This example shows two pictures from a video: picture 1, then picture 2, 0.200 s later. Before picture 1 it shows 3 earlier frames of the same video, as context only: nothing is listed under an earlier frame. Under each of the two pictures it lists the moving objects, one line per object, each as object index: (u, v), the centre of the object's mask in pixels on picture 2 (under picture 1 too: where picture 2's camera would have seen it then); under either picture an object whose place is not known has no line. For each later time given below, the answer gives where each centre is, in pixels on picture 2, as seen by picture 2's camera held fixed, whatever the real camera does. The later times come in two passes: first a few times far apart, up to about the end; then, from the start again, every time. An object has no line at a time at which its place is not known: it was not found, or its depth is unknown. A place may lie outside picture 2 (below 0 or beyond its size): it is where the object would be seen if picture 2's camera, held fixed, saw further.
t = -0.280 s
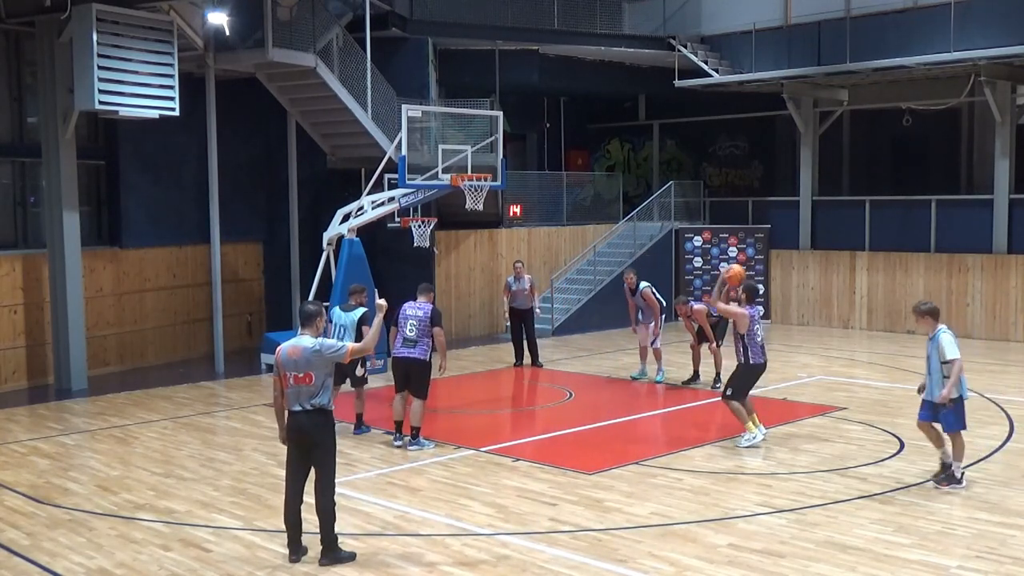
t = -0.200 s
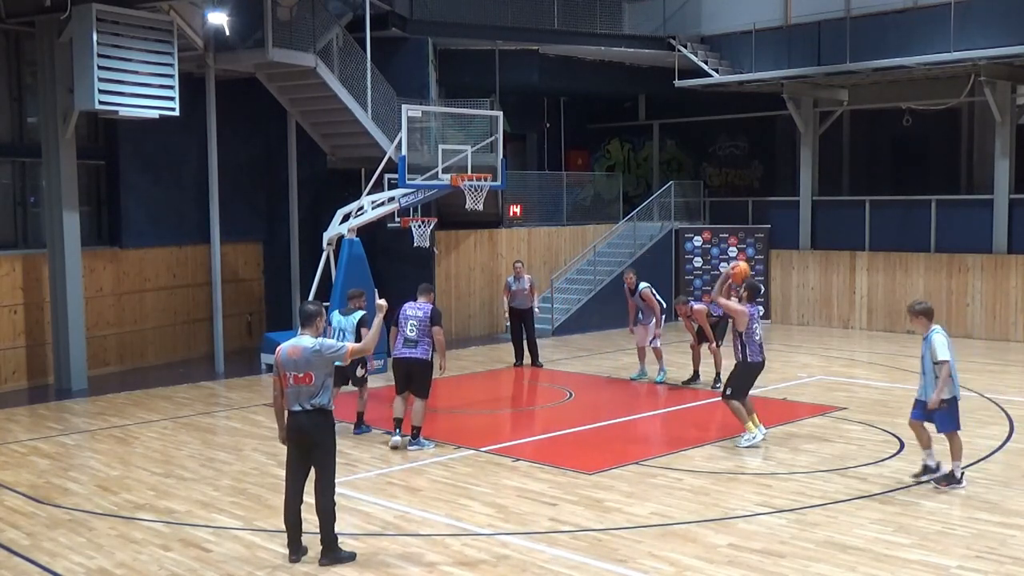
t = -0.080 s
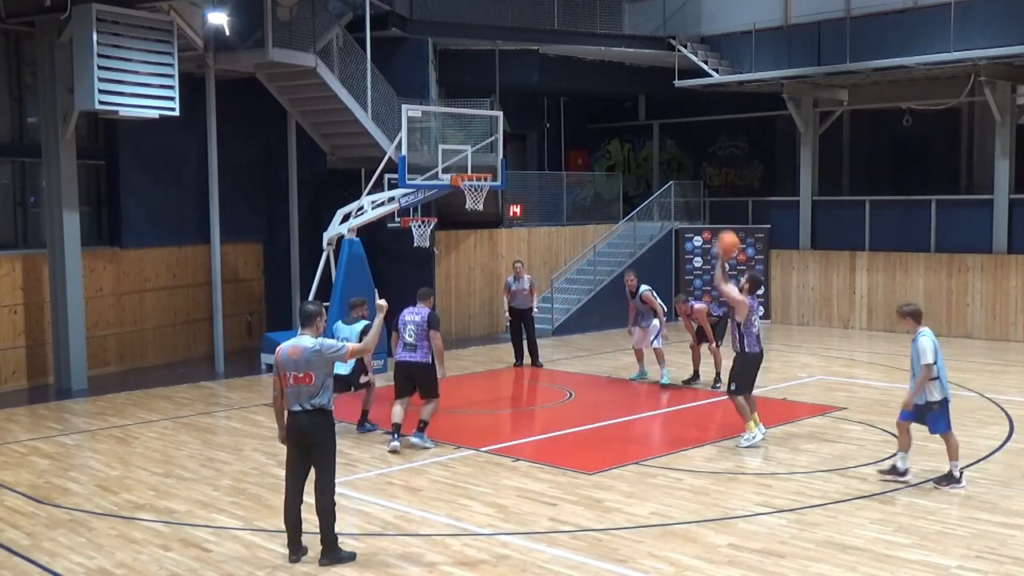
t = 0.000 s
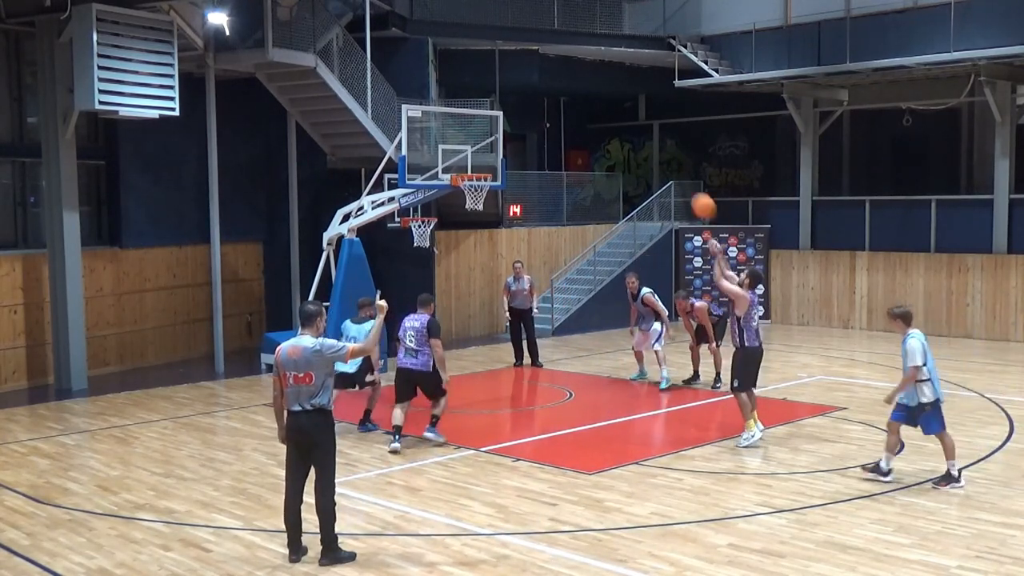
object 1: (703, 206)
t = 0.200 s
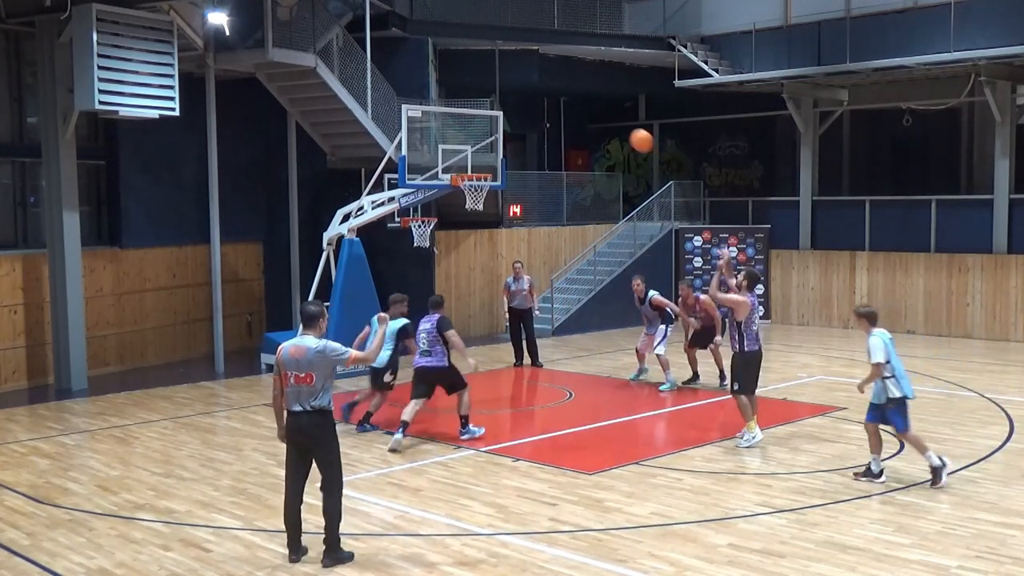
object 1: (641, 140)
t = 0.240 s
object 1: (629, 132)
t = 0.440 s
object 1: (575, 111)
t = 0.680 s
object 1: (516, 129)
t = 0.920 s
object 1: (469, 171)
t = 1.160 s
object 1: (493, 188)
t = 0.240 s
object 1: (629, 132)
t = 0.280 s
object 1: (618, 125)
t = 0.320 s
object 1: (607, 119)
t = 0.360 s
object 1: (596, 115)
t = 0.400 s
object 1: (585, 113)
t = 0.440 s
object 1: (575, 111)
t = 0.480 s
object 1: (565, 111)
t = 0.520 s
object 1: (555, 112)
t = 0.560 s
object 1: (545, 115)
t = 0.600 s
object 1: (535, 118)
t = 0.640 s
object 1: (525, 122)
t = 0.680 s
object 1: (516, 129)
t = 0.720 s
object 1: (508, 135)
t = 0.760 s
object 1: (499, 143)
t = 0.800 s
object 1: (489, 152)
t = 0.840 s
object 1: (481, 163)
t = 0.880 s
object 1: (474, 168)
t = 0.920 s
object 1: (469, 171)
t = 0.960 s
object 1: (468, 177)
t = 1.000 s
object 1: (477, 182)
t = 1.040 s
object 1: (483, 186)
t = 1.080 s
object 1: (488, 189)
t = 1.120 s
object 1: (492, 189)
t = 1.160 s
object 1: (493, 188)
